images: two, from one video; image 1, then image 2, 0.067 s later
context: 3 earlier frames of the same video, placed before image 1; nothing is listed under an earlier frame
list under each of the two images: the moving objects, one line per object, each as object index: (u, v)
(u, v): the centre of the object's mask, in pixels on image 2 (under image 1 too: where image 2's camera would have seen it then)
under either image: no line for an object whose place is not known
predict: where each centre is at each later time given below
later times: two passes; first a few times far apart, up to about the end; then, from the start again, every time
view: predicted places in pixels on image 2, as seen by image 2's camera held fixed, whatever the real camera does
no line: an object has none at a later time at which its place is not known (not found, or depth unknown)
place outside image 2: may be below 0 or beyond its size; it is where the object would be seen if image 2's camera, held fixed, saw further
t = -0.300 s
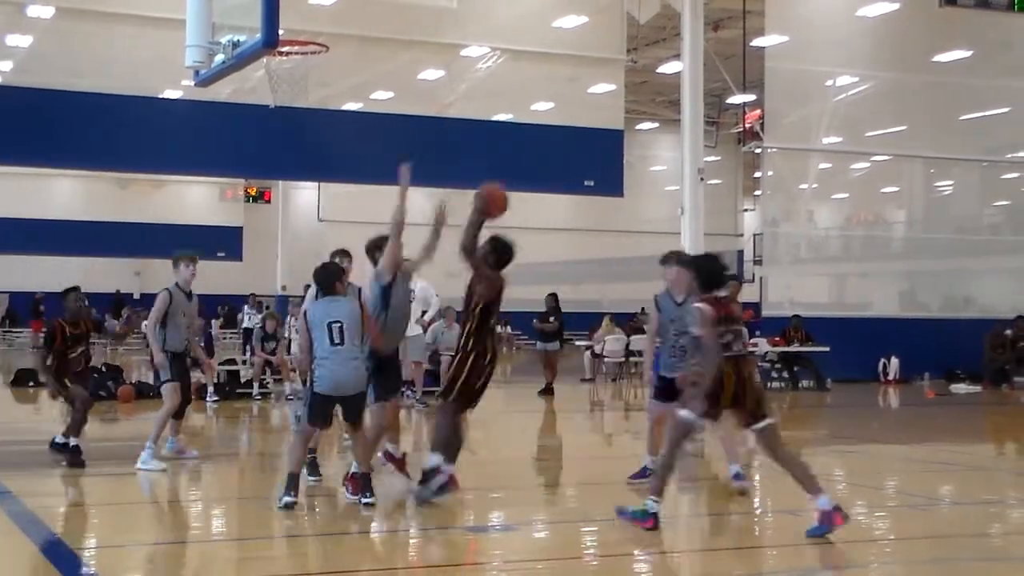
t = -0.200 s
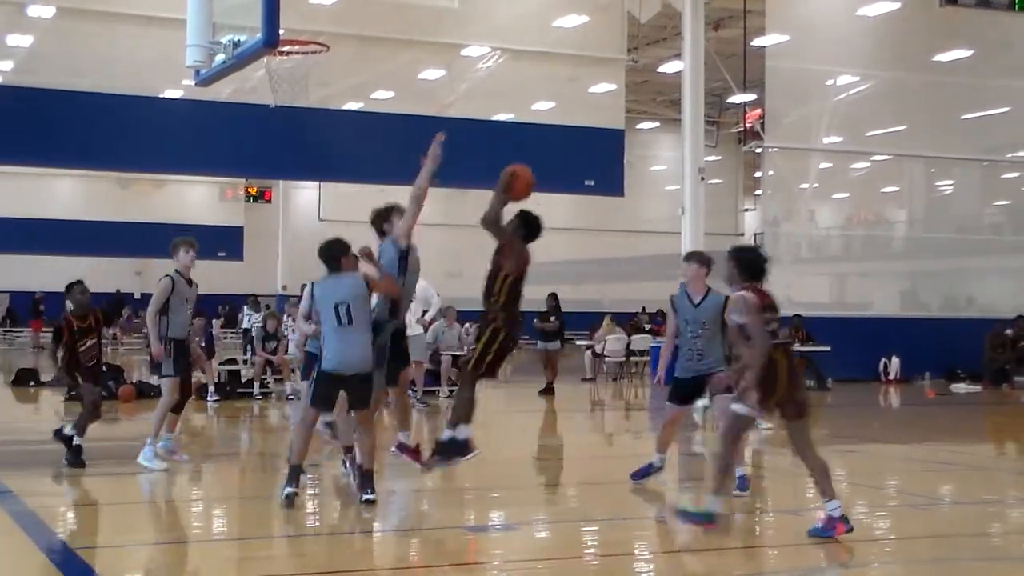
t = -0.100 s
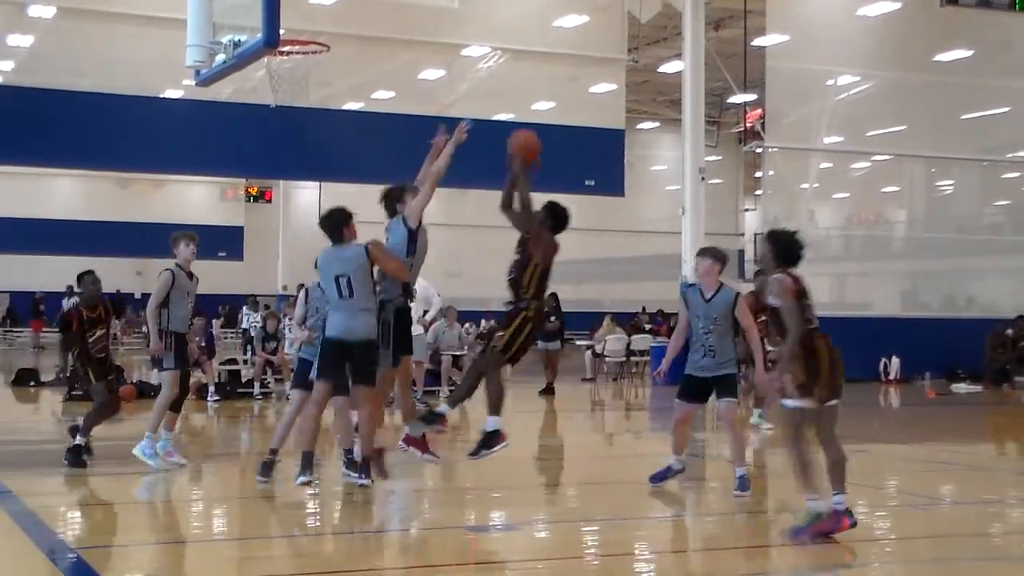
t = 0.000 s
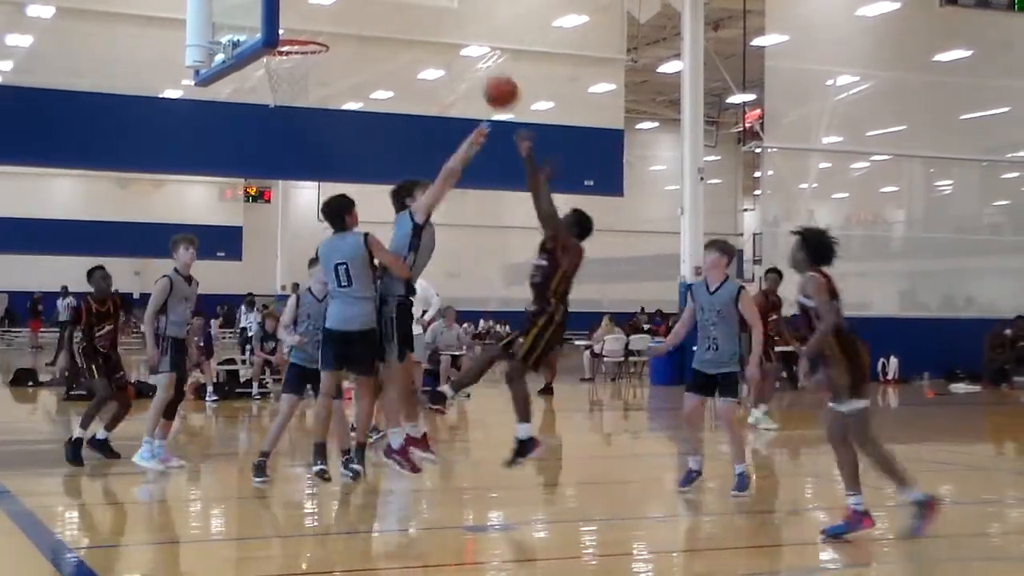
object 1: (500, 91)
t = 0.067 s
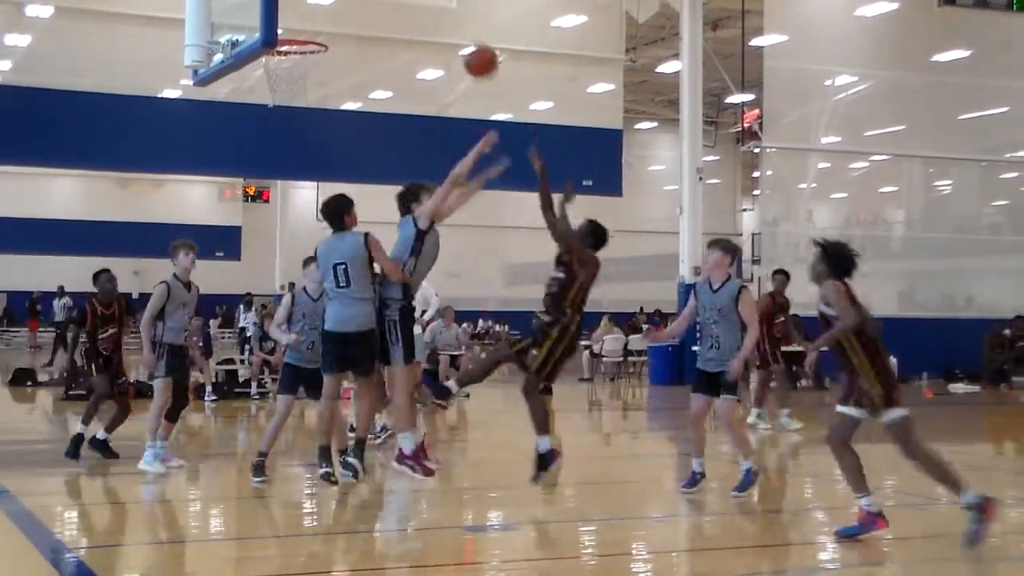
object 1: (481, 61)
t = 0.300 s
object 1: (412, 7)
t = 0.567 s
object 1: (334, 22)
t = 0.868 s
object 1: (295, 34)
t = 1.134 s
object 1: (283, 30)
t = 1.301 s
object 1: (290, 40)
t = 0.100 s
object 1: (470, 47)
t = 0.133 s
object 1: (460, 34)
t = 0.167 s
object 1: (451, 25)
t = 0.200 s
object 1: (441, 17)
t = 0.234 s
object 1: (431, 12)
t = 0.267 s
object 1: (422, 9)
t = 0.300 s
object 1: (412, 7)
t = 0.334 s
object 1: (403, 6)
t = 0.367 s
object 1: (393, 6)
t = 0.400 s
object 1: (383, 6)
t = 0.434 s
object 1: (373, 7)
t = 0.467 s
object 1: (364, 9)
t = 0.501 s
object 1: (354, 11)
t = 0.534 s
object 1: (344, 15)
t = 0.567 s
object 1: (334, 22)
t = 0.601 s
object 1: (326, 29)
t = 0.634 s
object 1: (322, 27)
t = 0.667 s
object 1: (319, 25)
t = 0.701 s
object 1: (315, 25)
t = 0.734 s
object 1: (311, 26)
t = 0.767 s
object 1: (308, 28)
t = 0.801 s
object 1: (304, 33)
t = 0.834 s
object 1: (300, 34)
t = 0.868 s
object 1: (295, 34)
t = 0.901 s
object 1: (292, 35)
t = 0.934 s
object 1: (289, 34)
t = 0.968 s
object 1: (286, 36)
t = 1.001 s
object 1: (285, 34)
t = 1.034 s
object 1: (284, 30)
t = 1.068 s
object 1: (284, 30)
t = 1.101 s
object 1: (284, 30)
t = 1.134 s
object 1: (283, 30)
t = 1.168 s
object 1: (284, 30)
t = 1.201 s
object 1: (285, 30)
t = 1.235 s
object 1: (287, 30)
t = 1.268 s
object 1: (288, 31)
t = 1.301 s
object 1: (290, 40)
